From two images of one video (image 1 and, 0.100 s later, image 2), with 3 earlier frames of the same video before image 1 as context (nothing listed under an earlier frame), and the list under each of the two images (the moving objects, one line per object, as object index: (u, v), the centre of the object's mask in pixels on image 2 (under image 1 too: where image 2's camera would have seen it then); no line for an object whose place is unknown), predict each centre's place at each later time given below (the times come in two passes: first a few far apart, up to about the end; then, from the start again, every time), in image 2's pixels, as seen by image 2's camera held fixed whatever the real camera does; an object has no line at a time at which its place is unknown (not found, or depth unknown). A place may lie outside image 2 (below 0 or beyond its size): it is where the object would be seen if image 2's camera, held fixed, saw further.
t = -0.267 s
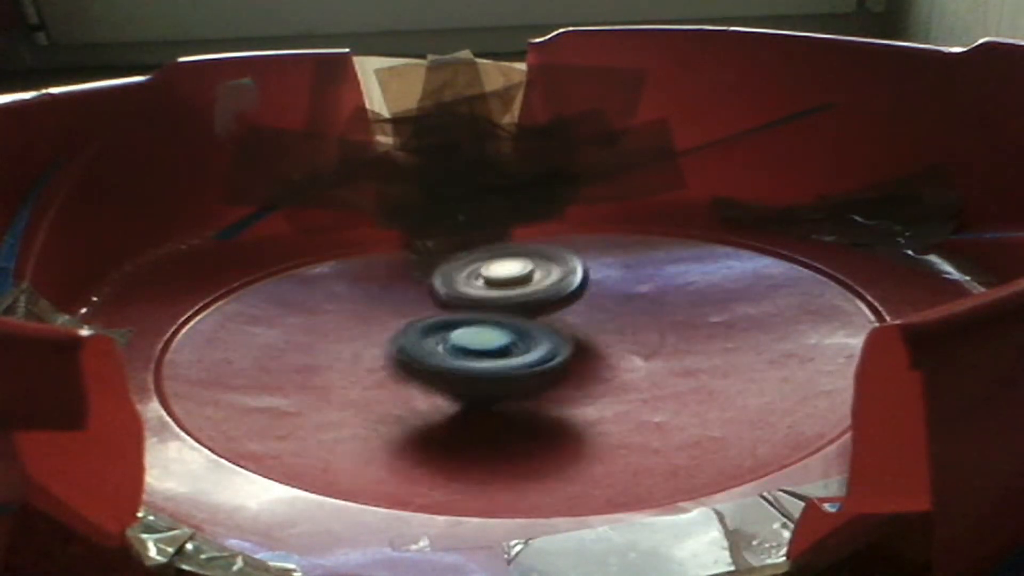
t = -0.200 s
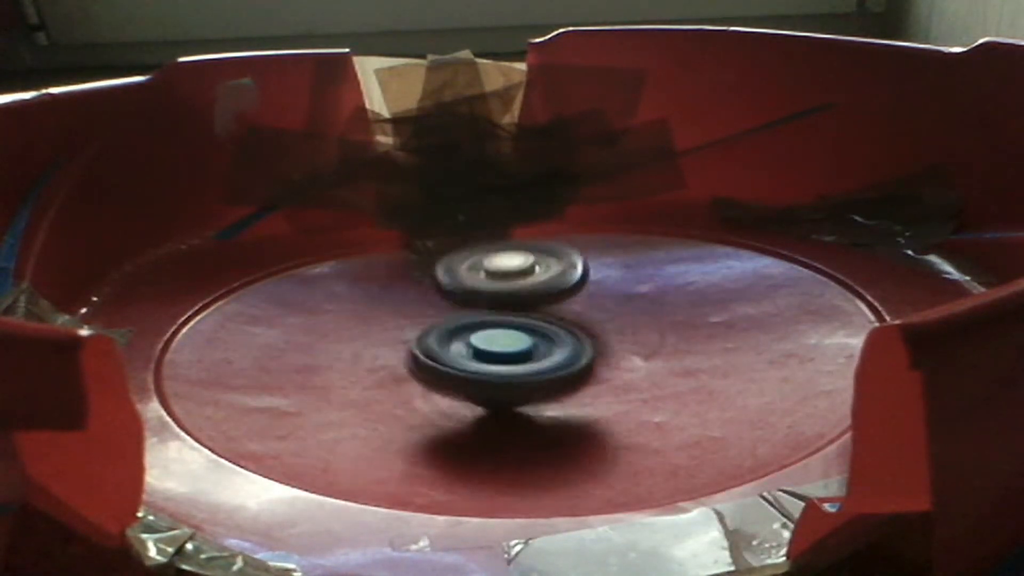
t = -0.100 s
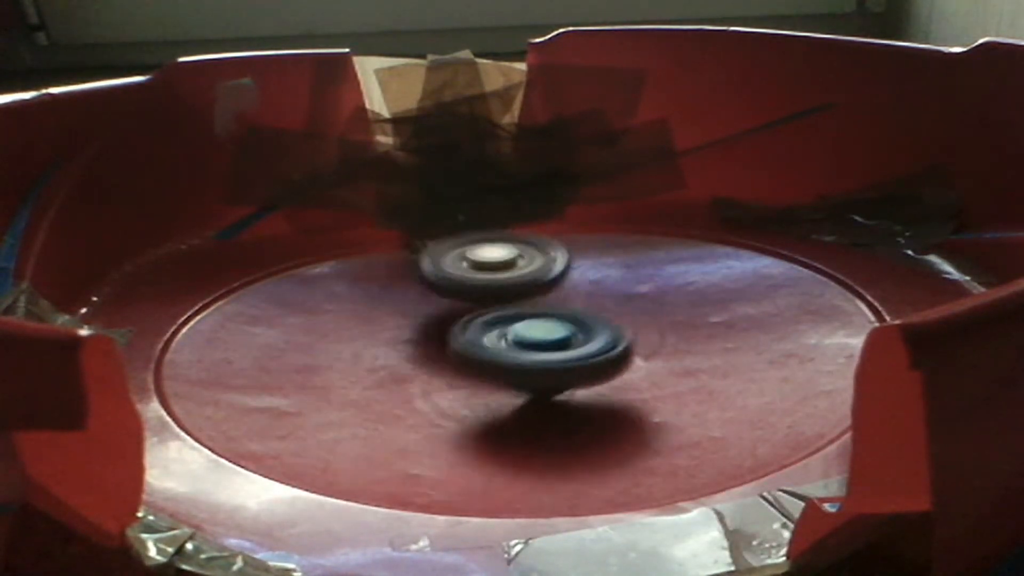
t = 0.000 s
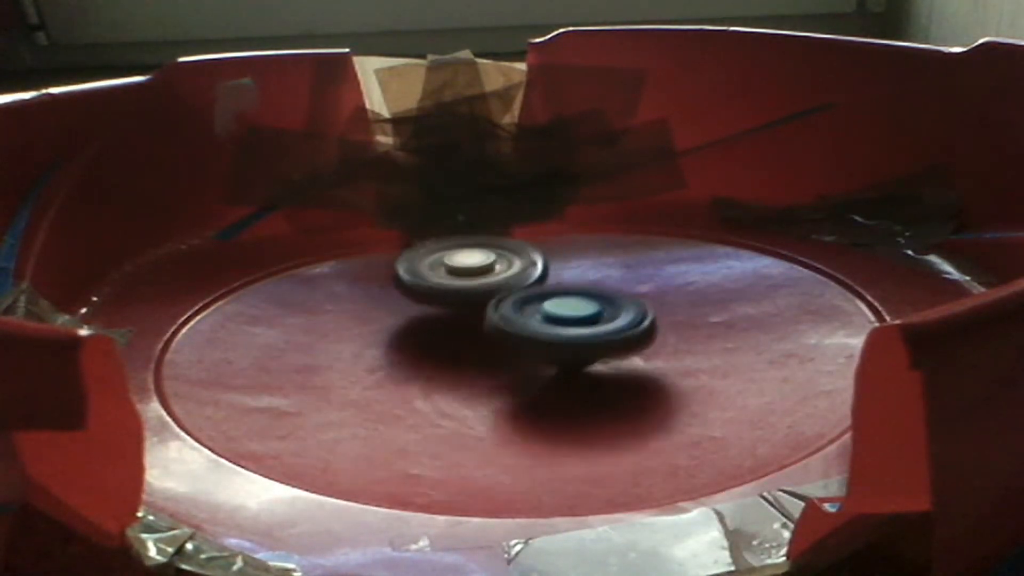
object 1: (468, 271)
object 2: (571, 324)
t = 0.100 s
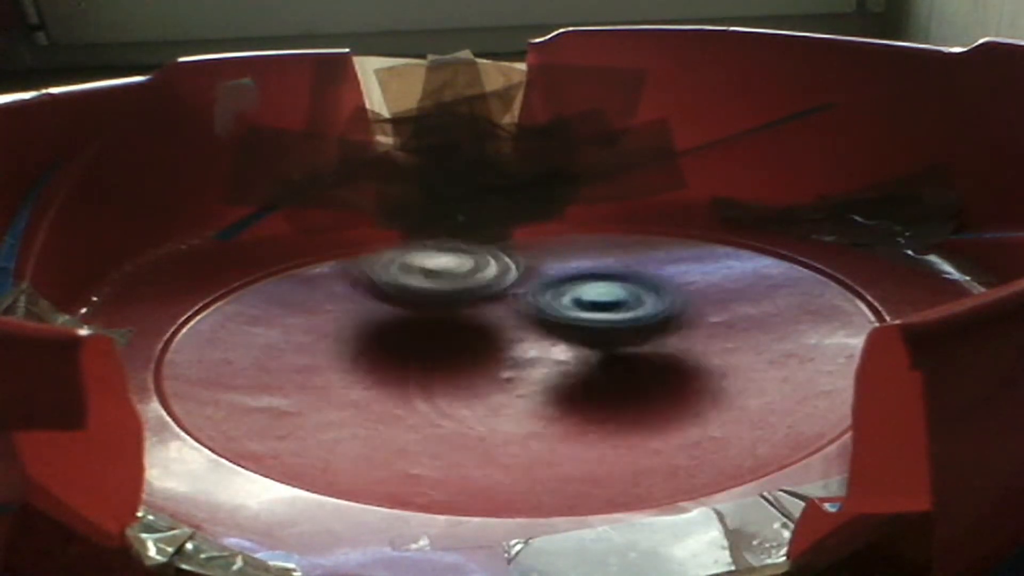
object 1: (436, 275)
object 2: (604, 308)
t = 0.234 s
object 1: (339, 262)
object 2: (679, 291)
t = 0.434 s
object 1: (312, 299)
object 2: (649, 261)
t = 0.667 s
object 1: (474, 340)
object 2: (520, 264)
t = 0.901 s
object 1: (600, 448)
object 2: (411, 230)
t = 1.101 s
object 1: (740, 389)
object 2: (393, 282)
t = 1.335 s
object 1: (679, 330)
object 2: (490, 324)
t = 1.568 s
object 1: (686, 280)
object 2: (438, 332)
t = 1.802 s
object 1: (516, 264)
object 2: (506, 333)
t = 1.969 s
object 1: (408, 268)
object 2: (539, 312)
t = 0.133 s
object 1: (401, 268)
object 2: (640, 307)
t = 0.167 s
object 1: (373, 261)
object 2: (662, 305)
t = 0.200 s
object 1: (356, 261)
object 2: (673, 299)
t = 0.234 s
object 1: (339, 262)
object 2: (679, 291)
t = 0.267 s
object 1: (326, 267)
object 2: (683, 285)
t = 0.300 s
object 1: (314, 272)
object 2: (684, 279)
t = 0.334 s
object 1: (306, 278)
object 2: (680, 273)
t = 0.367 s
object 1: (303, 285)
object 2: (673, 268)
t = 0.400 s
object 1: (305, 292)
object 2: (662, 264)
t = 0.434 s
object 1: (312, 299)
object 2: (649, 261)
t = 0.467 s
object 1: (324, 306)
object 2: (632, 259)
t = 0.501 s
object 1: (343, 312)
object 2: (614, 259)
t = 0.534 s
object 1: (368, 319)
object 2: (592, 260)
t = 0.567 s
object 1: (394, 324)
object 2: (573, 262)
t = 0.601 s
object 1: (427, 327)
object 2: (547, 264)
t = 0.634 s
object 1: (457, 328)
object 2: (535, 265)
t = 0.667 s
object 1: (474, 340)
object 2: (520, 264)
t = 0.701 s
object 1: (467, 368)
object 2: (525, 245)
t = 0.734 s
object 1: (465, 399)
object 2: (528, 226)
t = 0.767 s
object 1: (471, 424)
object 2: (514, 212)
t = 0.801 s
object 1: (489, 442)
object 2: (498, 208)
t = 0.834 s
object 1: (520, 449)
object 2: (468, 212)
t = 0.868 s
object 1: (559, 453)
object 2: (440, 221)
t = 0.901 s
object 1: (600, 448)
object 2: (411, 230)
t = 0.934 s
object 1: (636, 437)
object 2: (392, 241)
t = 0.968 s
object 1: (666, 427)
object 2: (384, 250)
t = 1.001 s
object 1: (689, 416)
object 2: (380, 257)
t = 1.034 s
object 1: (710, 407)
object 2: (381, 266)
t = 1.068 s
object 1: (729, 398)
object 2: (386, 274)
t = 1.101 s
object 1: (740, 389)
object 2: (393, 282)
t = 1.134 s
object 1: (746, 379)
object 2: (402, 289)
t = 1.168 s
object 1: (746, 369)
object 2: (414, 297)
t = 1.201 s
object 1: (742, 360)
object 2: (427, 303)
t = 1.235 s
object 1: (730, 352)
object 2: (442, 309)
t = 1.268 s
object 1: (715, 344)
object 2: (458, 314)
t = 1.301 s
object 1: (696, 338)
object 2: (474, 319)
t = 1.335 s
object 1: (679, 330)
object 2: (490, 324)
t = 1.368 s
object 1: (710, 321)
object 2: (468, 321)
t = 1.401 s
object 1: (736, 314)
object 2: (446, 319)
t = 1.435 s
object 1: (742, 306)
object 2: (436, 319)
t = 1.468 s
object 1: (735, 298)
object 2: (432, 322)
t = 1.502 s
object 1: (723, 289)
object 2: (431, 325)
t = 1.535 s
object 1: (707, 284)
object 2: (433, 329)
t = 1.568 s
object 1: (686, 280)
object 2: (438, 332)
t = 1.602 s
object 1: (663, 275)
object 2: (445, 335)
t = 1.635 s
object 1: (641, 274)
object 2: (453, 337)
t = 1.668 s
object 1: (613, 268)
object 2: (463, 339)
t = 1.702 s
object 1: (589, 265)
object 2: (473, 338)
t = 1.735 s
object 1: (564, 265)
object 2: (487, 337)
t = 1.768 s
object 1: (541, 264)
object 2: (497, 334)
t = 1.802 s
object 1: (516, 264)
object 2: (506, 333)
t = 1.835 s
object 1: (491, 263)
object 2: (511, 329)
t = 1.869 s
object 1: (468, 265)
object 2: (517, 325)
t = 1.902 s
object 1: (447, 267)
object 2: (527, 320)
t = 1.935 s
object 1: (427, 268)
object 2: (534, 317)
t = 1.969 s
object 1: (408, 268)
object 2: (539, 312)
